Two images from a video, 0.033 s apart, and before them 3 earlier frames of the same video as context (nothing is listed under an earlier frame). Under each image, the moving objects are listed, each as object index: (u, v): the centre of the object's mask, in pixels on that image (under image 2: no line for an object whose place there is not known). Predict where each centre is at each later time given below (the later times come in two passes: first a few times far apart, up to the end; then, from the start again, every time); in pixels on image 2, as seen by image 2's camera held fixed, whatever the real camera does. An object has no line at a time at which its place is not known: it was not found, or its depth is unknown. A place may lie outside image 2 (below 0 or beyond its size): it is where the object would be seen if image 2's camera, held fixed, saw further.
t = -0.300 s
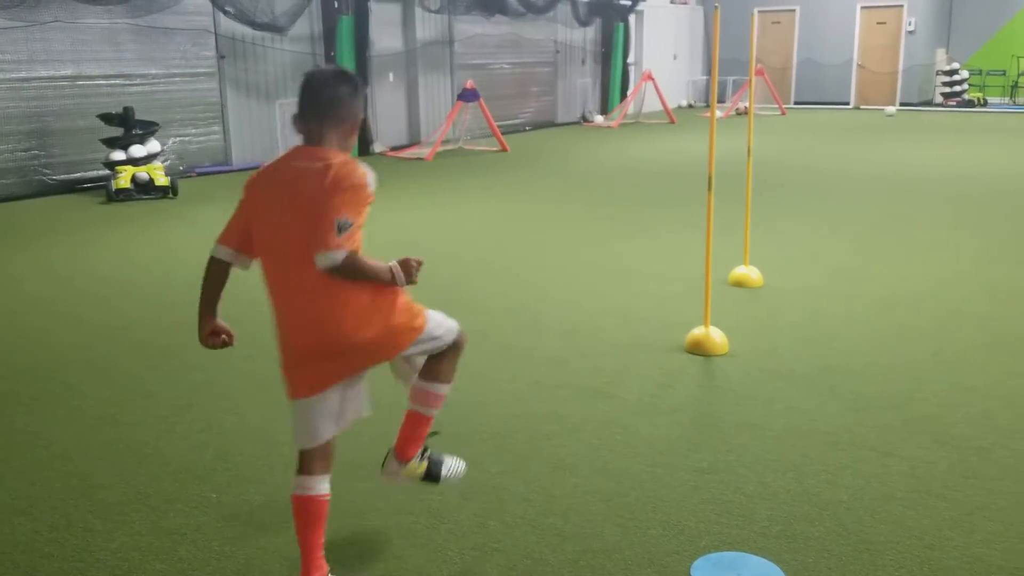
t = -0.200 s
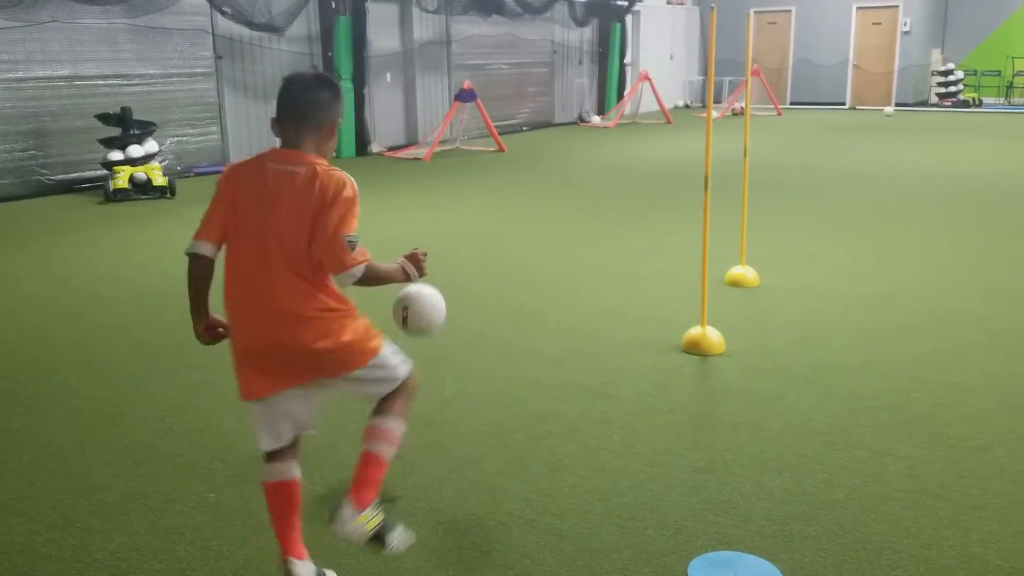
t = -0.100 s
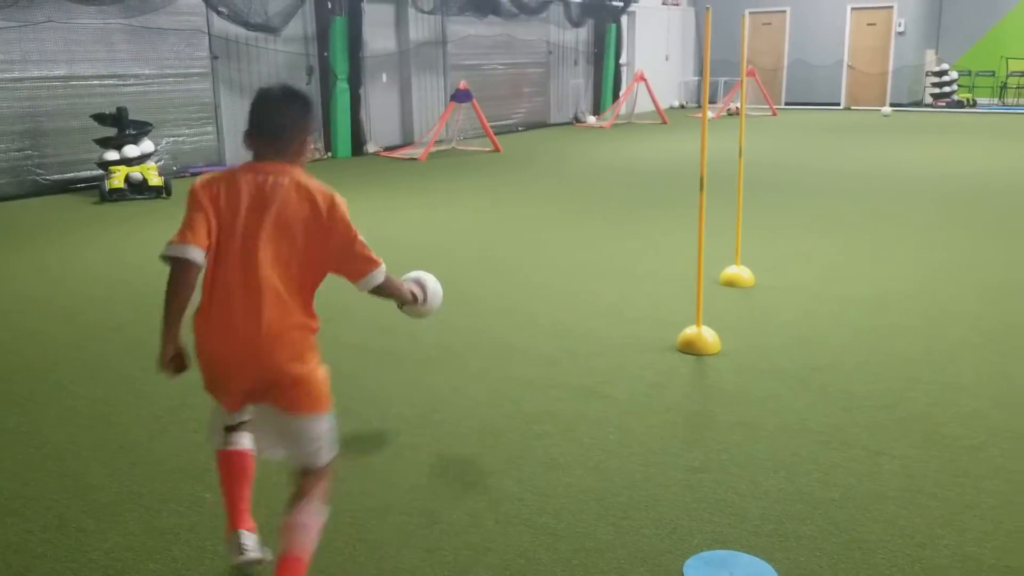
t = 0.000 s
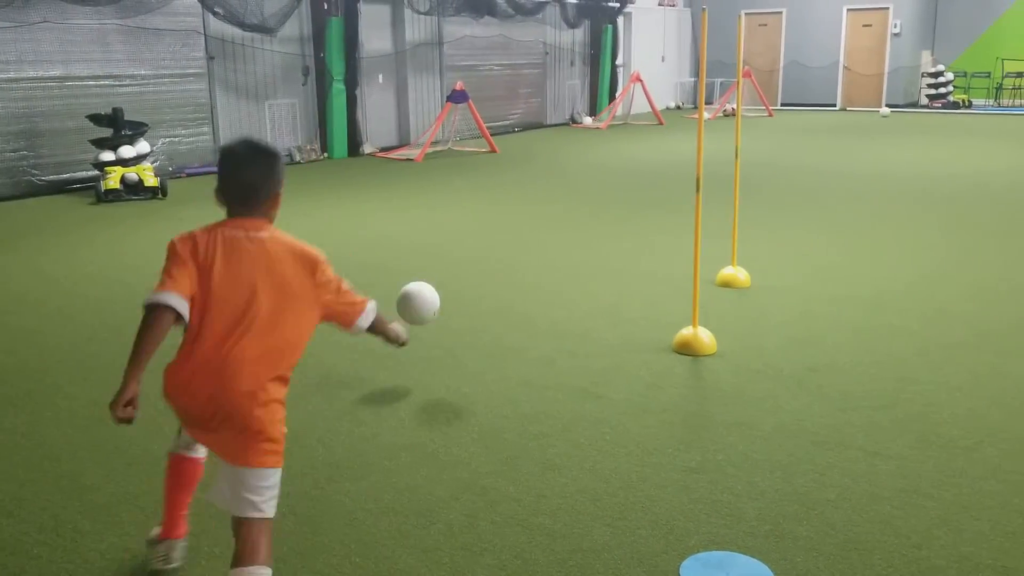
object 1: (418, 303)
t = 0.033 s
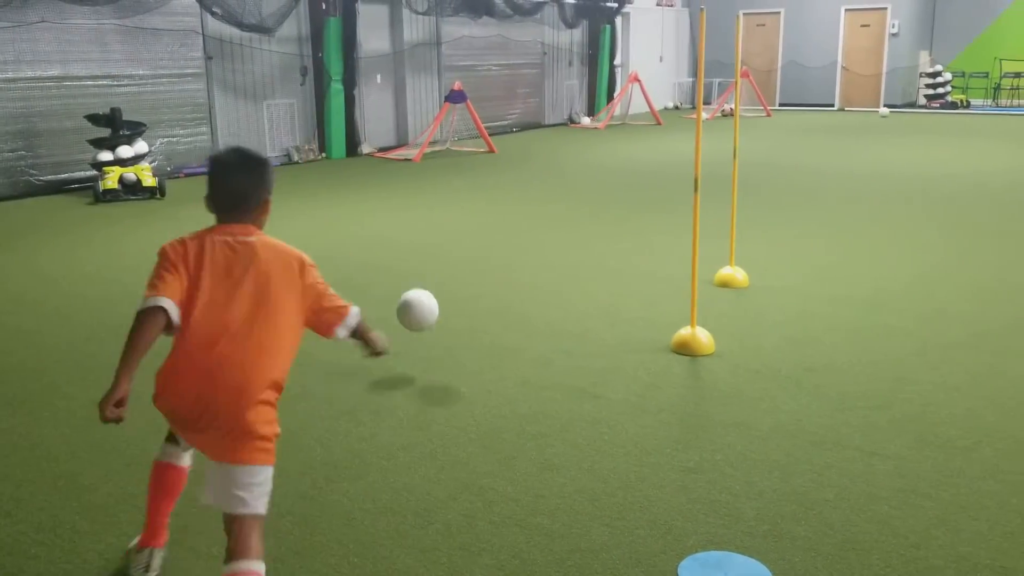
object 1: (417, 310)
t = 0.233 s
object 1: (426, 284)
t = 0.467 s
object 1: (438, 266)
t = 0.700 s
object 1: (449, 272)
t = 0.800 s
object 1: (450, 257)
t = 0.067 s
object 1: (419, 319)
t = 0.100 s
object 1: (420, 329)
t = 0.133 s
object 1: (422, 325)
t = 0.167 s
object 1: (423, 309)
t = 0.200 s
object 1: (425, 295)
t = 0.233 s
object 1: (426, 284)
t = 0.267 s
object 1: (428, 275)
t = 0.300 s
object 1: (429, 267)
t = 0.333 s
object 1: (431, 263)
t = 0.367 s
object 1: (433, 262)
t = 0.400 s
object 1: (434, 261)
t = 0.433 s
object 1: (437, 263)
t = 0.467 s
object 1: (438, 266)
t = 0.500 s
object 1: (440, 271)
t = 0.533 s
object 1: (442, 278)
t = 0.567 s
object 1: (444, 288)
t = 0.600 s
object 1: (447, 301)
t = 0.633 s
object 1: (447, 292)
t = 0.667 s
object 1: (448, 281)
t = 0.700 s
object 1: (449, 272)
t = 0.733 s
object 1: (449, 265)
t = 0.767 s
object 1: (450, 260)
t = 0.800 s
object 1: (450, 257)
